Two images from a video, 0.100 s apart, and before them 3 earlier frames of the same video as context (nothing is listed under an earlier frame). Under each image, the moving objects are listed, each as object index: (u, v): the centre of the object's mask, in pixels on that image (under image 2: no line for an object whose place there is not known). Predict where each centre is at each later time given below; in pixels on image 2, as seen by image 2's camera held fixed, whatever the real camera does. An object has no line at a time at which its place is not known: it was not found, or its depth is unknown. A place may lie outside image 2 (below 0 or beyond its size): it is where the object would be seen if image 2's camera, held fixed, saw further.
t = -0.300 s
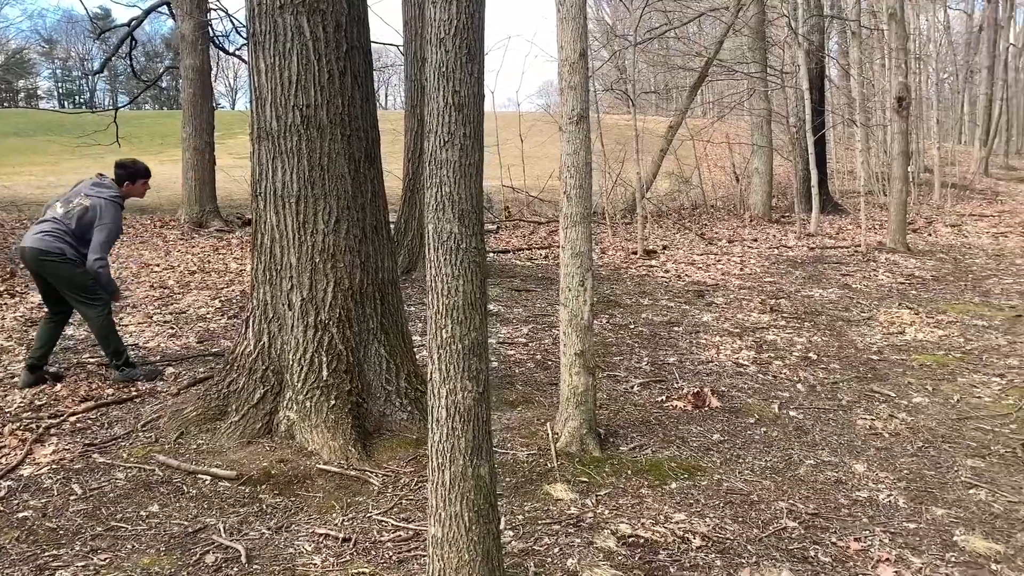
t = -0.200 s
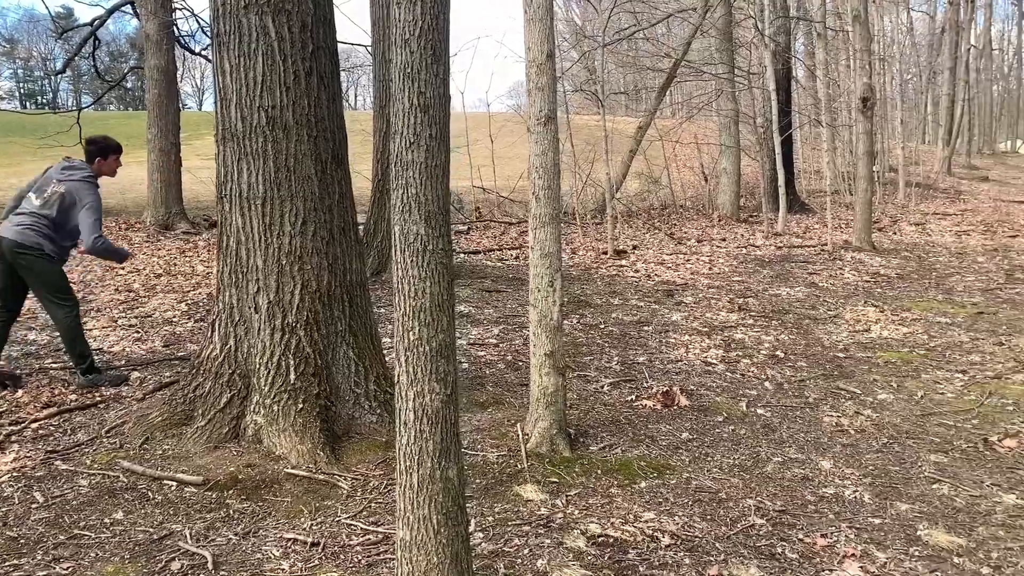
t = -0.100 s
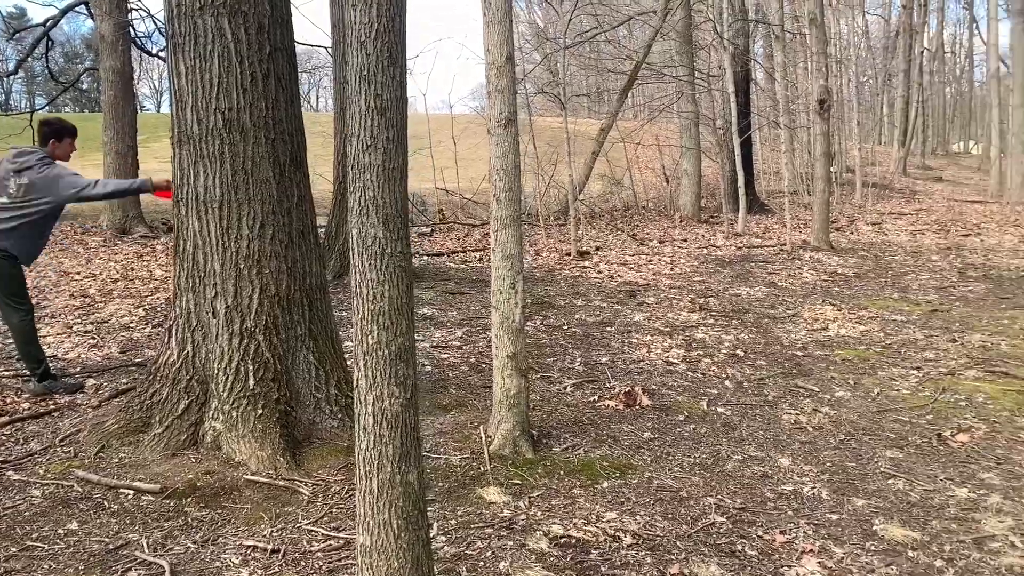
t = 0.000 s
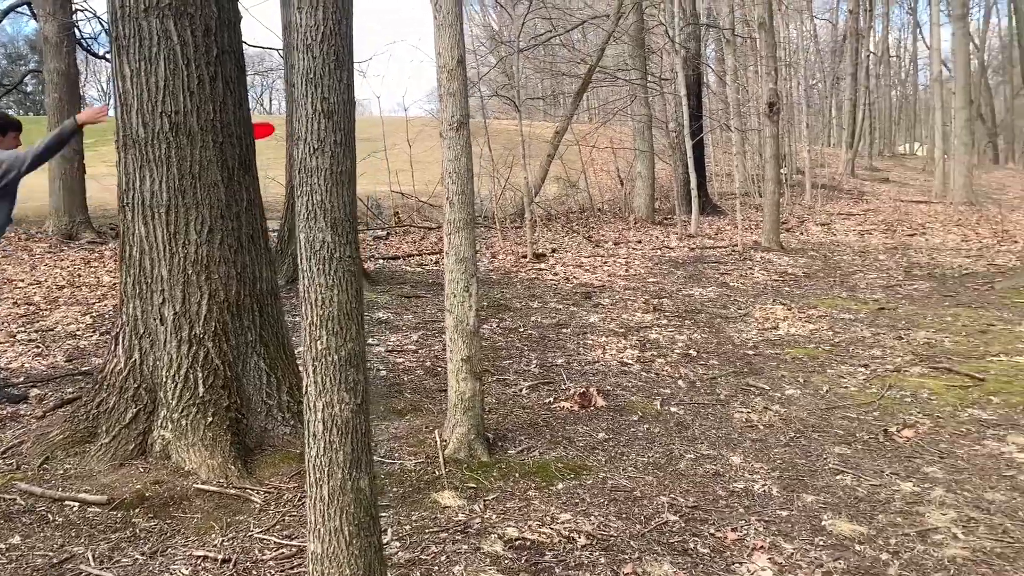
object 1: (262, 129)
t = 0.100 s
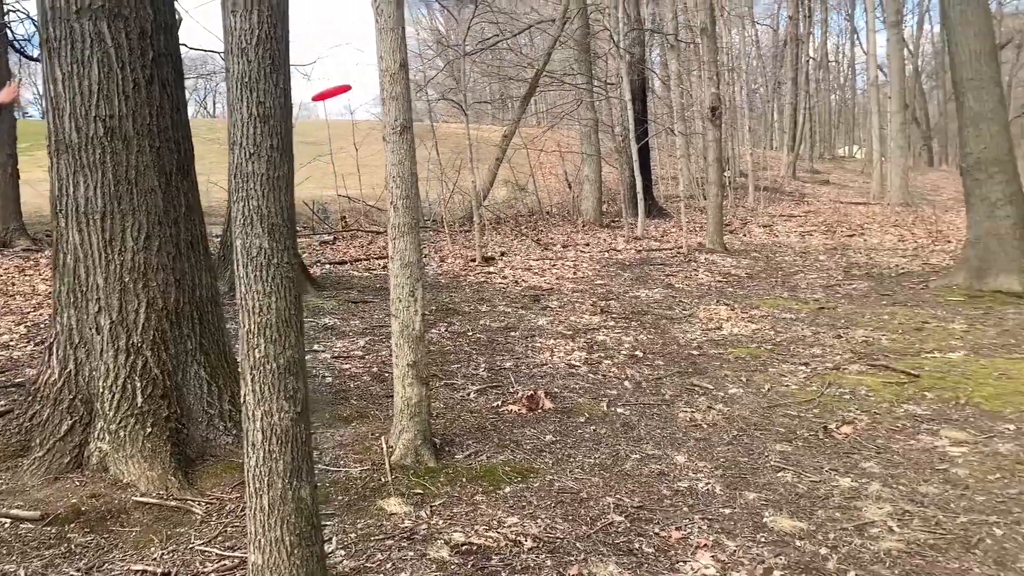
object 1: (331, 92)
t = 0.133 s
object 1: (363, 83)
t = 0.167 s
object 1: (413, 73)
